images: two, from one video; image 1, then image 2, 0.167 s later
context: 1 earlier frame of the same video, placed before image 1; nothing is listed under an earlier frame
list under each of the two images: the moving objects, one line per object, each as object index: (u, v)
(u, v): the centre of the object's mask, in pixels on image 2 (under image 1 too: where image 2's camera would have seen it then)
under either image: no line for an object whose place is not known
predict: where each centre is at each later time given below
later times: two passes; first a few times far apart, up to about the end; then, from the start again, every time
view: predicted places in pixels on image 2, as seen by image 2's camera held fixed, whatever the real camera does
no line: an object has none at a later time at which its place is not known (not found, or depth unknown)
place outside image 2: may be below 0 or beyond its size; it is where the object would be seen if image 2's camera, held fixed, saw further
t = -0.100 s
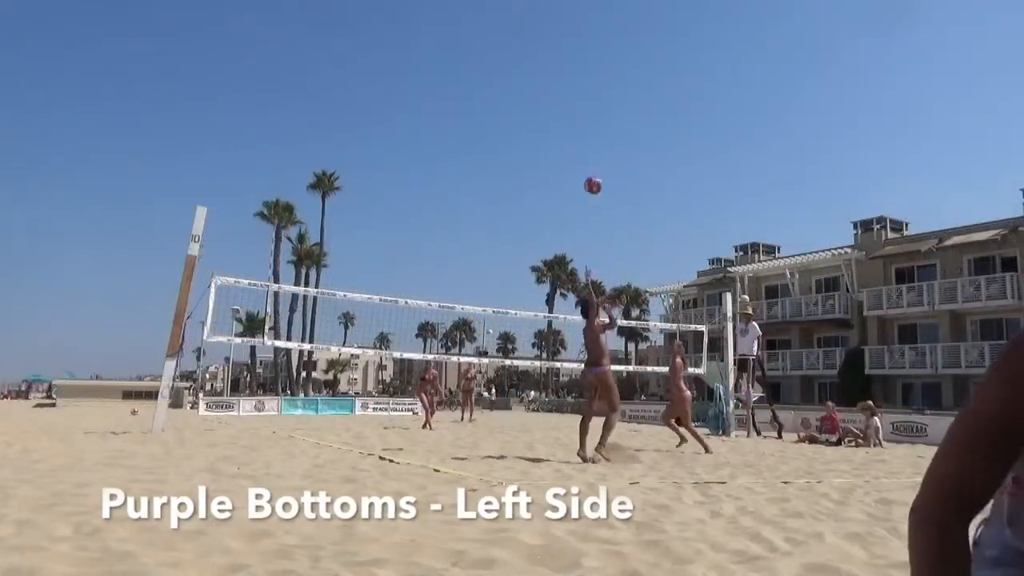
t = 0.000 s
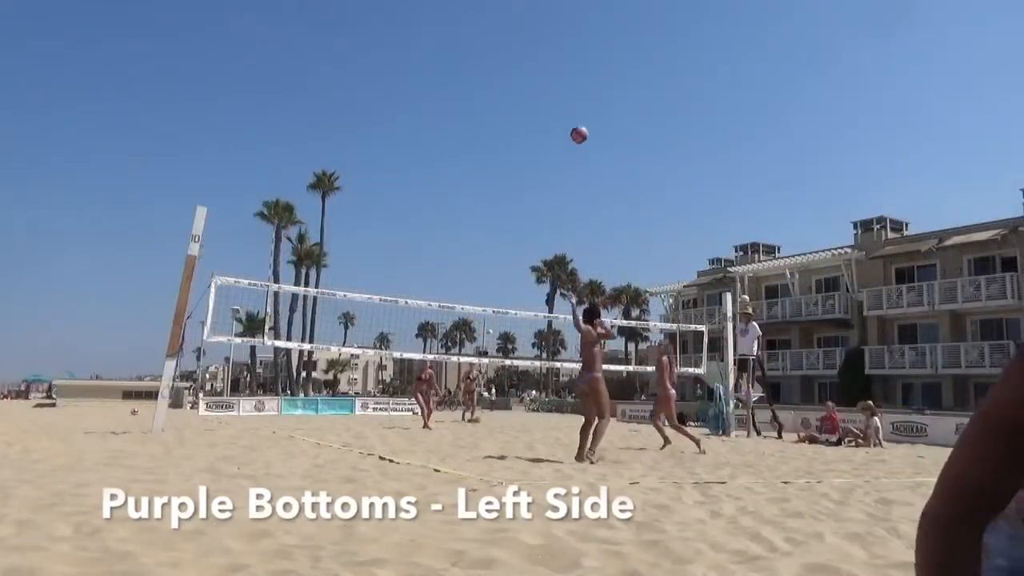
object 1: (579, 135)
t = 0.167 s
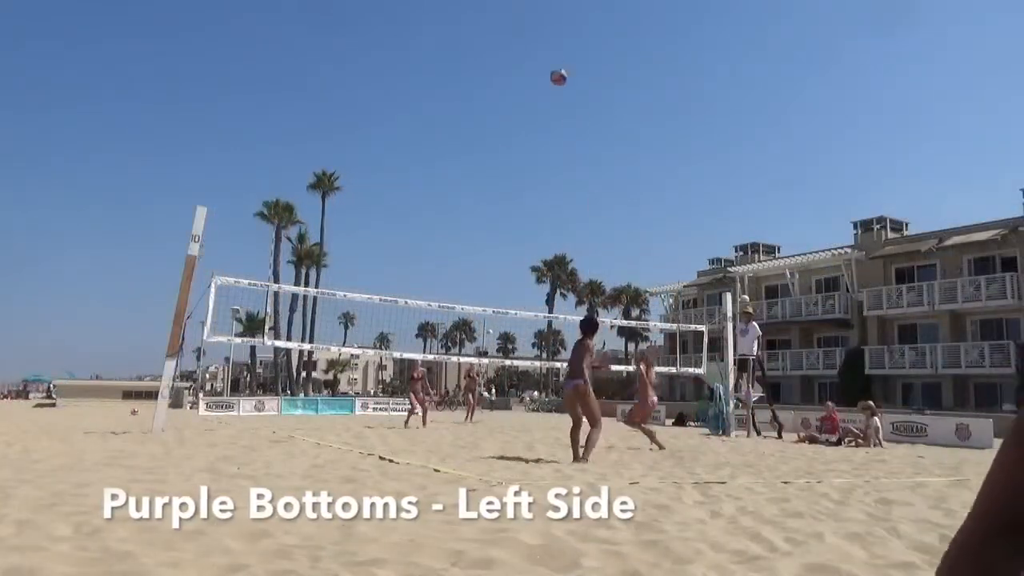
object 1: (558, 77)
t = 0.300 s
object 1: (544, 48)
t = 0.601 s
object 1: (513, 37)
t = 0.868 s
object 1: (489, 74)
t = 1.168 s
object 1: (466, 163)
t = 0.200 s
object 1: (555, 68)
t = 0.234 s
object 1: (551, 60)
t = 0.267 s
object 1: (547, 54)
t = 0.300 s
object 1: (544, 48)
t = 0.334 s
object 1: (540, 44)
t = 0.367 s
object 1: (536, 40)
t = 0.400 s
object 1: (533, 37)
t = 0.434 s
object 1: (529, 36)
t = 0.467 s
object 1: (526, 34)
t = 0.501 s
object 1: (523, 34)
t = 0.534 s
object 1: (519, 34)
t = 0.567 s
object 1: (516, 35)
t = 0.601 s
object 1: (513, 37)
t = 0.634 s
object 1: (510, 39)
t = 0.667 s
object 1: (507, 42)
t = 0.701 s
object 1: (503, 46)
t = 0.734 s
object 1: (500, 50)
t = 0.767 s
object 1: (497, 55)
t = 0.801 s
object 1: (495, 62)
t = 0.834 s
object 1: (491, 68)
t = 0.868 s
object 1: (489, 74)
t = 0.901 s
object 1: (486, 82)
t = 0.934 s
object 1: (483, 90)
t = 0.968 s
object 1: (480, 98)
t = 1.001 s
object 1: (478, 108)
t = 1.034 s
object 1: (475, 117)
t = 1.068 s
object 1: (472, 128)
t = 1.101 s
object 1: (470, 139)
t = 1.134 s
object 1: (468, 150)
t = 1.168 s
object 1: (466, 163)
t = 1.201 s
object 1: (464, 175)
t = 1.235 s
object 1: (461, 188)
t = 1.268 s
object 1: (459, 202)
